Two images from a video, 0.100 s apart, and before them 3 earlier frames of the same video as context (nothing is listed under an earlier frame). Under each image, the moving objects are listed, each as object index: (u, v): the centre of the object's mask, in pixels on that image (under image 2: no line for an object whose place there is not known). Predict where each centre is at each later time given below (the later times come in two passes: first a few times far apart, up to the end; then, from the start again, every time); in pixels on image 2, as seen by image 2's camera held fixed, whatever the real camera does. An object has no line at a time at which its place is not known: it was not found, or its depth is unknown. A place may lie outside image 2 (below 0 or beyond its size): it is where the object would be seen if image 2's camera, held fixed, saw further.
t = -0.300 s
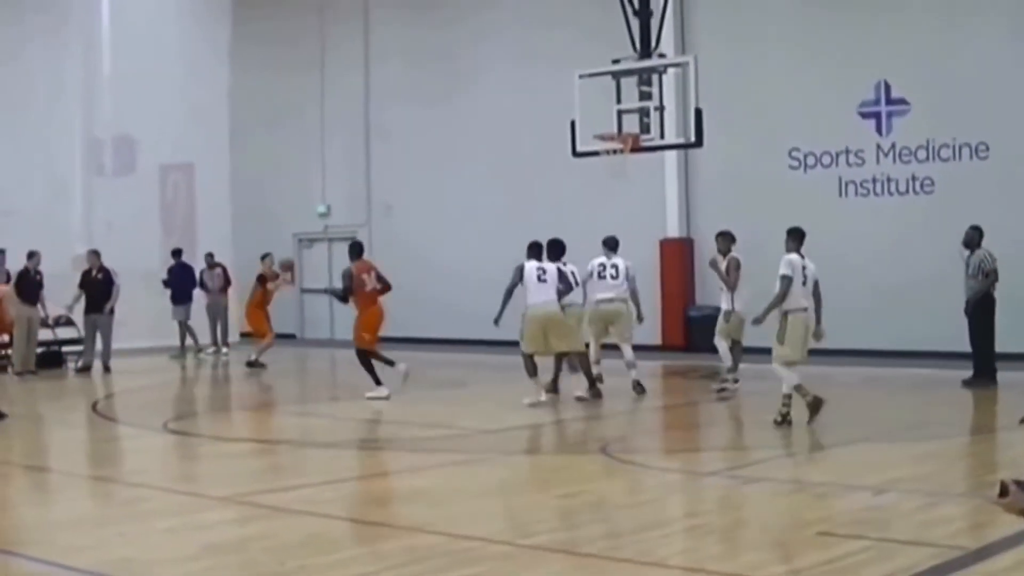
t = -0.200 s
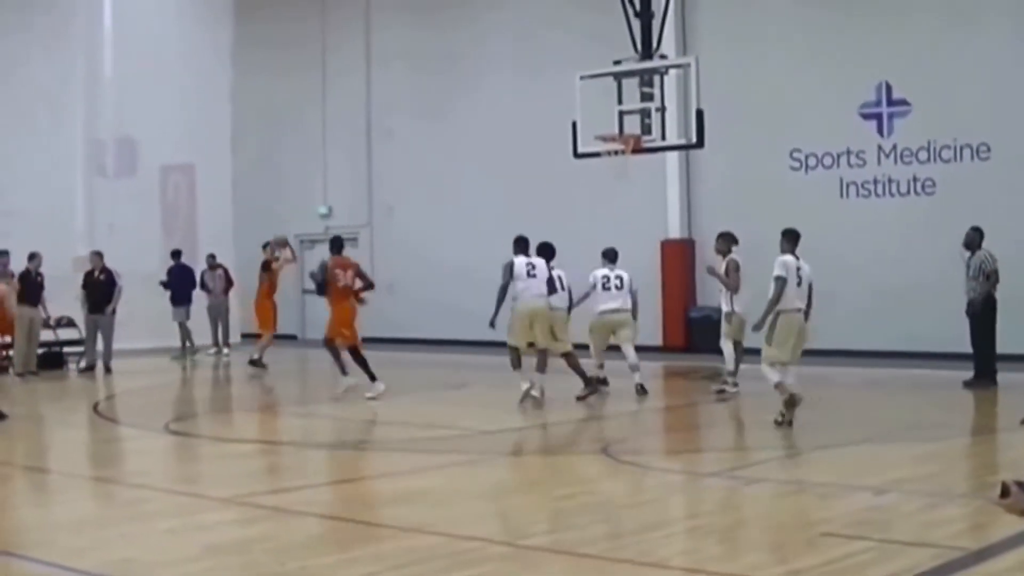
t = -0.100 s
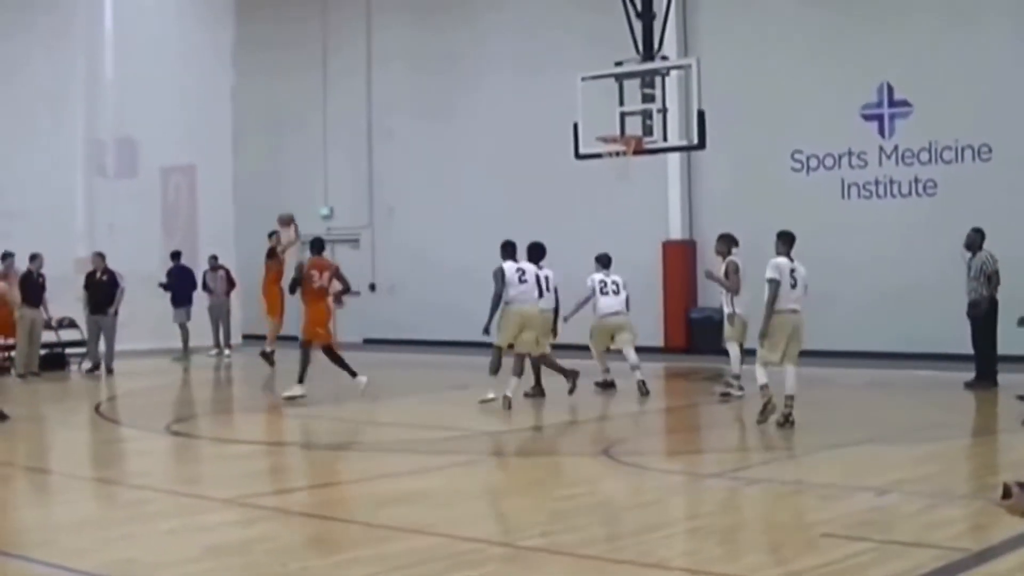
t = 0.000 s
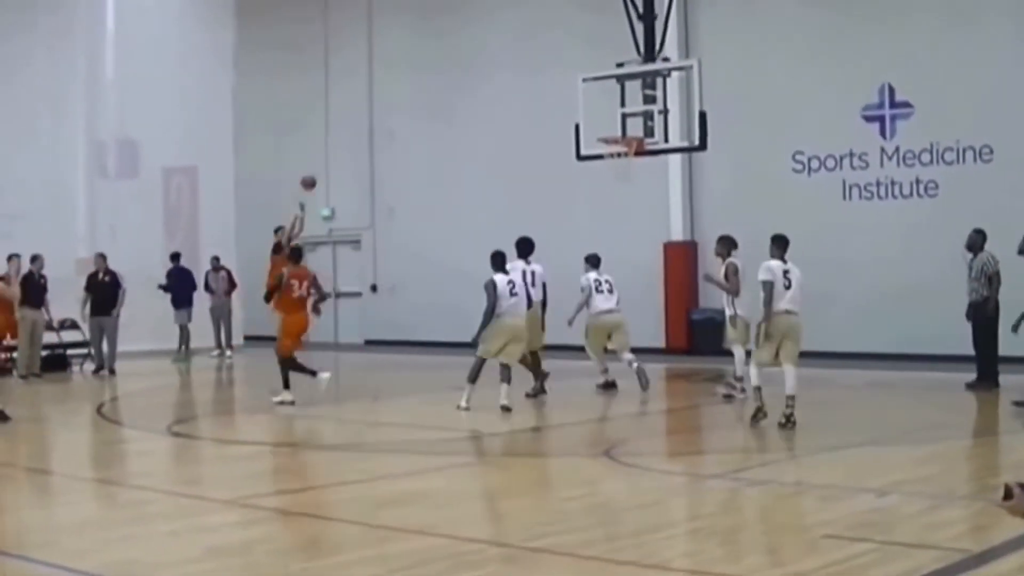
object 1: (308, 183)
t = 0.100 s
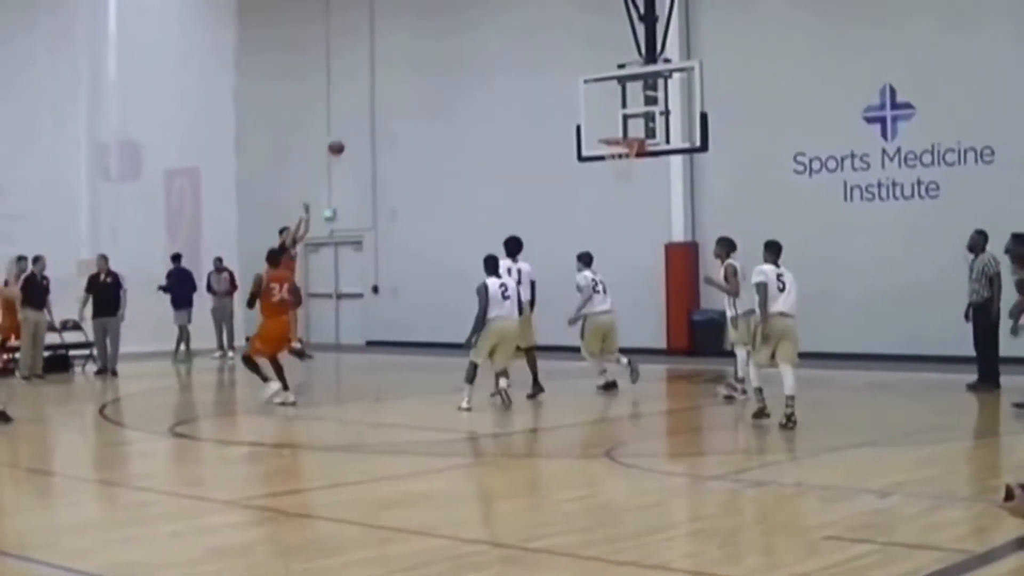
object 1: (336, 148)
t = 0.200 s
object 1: (363, 118)
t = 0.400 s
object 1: (419, 76)
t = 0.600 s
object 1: (478, 61)
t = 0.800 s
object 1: (541, 75)
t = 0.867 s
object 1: (564, 86)
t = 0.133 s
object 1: (345, 137)
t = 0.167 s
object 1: (353, 127)
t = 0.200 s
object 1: (363, 118)
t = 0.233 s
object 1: (372, 109)
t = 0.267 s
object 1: (381, 101)
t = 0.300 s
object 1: (390, 93)
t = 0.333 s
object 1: (400, 87)
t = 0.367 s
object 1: (409, 81)
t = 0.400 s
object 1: (419, 76)
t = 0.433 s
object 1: (428, 72)
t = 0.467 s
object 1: (438, 68)
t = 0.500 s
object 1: (448, 65)
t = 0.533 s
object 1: (457, 63)
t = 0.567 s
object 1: (468, 61)
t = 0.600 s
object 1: (478, 61)
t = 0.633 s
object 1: (488, 61)
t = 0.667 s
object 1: (498, 62)
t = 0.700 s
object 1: (509, 64)
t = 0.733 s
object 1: (519, 67)
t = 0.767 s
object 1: (530, 70)
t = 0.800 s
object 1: (541, 75)
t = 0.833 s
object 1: (552, 81)
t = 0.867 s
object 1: (564, 86)
